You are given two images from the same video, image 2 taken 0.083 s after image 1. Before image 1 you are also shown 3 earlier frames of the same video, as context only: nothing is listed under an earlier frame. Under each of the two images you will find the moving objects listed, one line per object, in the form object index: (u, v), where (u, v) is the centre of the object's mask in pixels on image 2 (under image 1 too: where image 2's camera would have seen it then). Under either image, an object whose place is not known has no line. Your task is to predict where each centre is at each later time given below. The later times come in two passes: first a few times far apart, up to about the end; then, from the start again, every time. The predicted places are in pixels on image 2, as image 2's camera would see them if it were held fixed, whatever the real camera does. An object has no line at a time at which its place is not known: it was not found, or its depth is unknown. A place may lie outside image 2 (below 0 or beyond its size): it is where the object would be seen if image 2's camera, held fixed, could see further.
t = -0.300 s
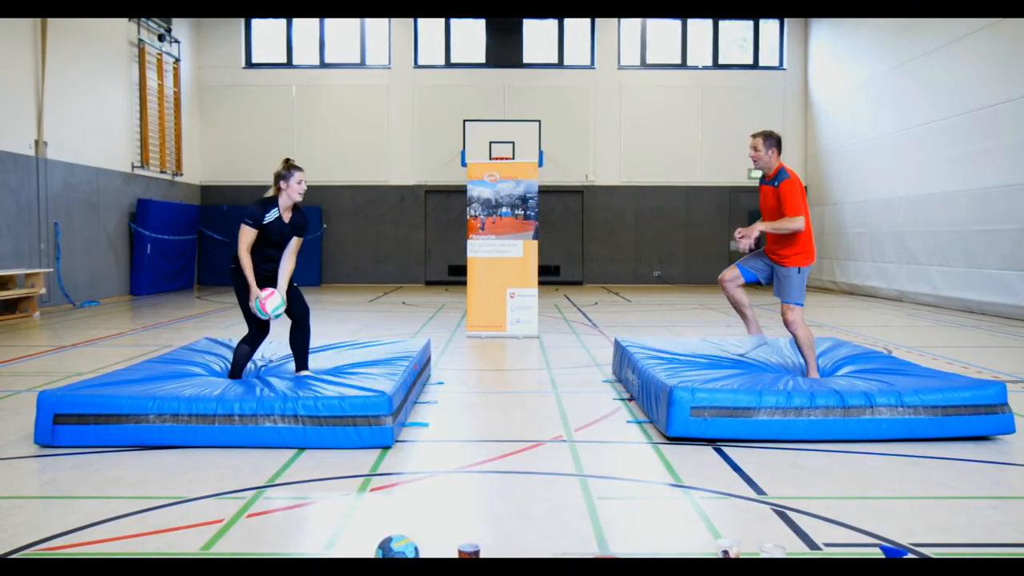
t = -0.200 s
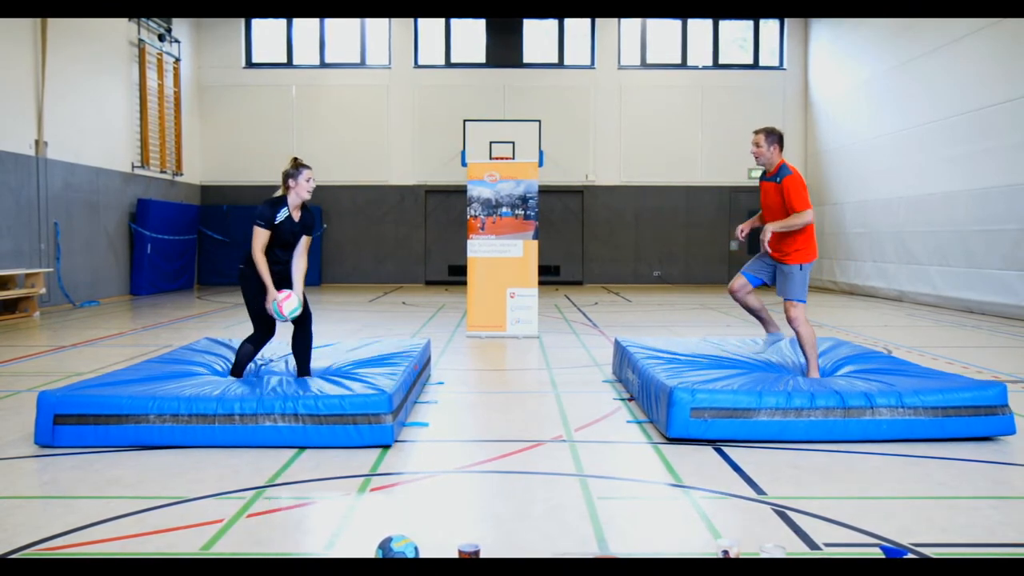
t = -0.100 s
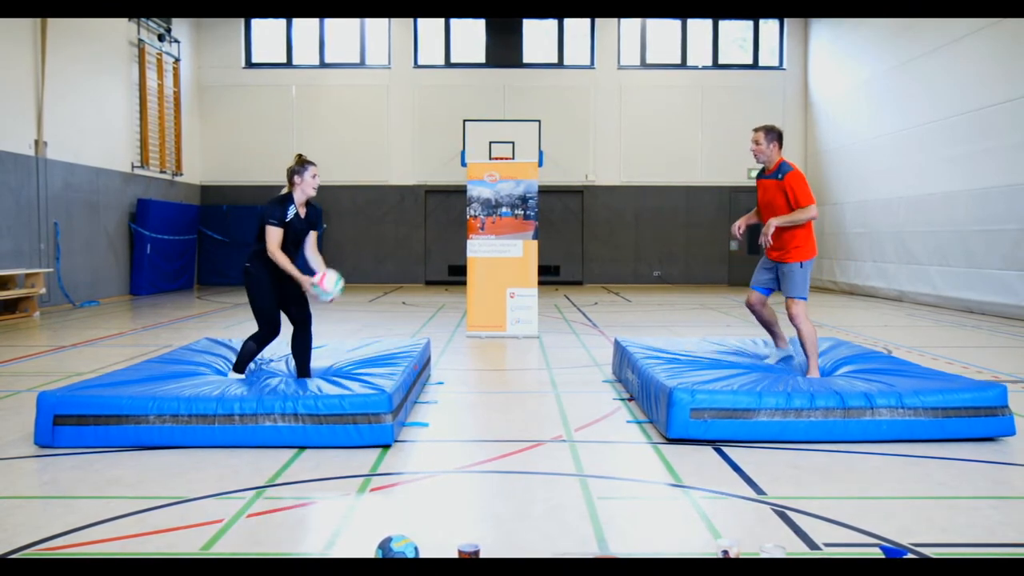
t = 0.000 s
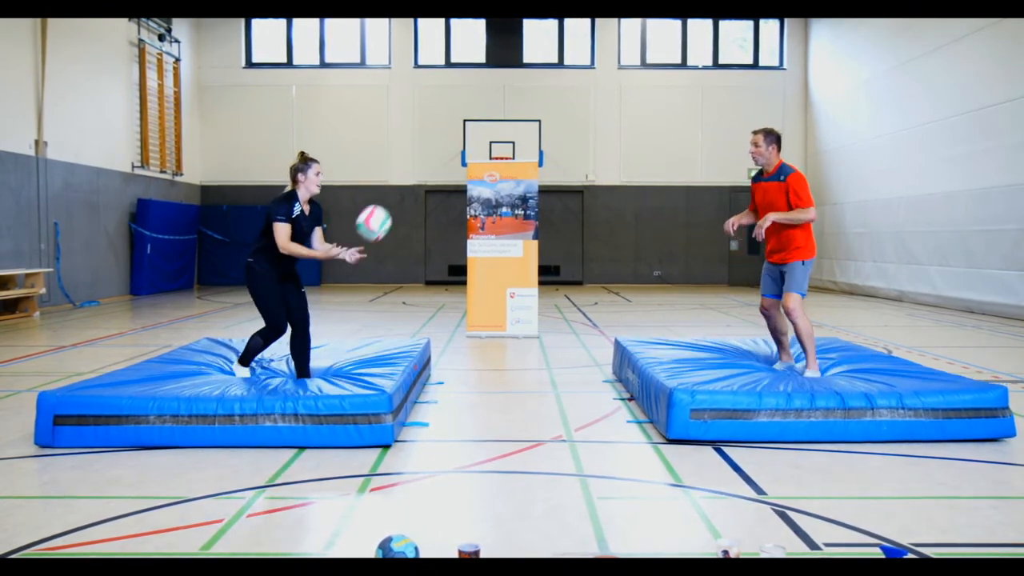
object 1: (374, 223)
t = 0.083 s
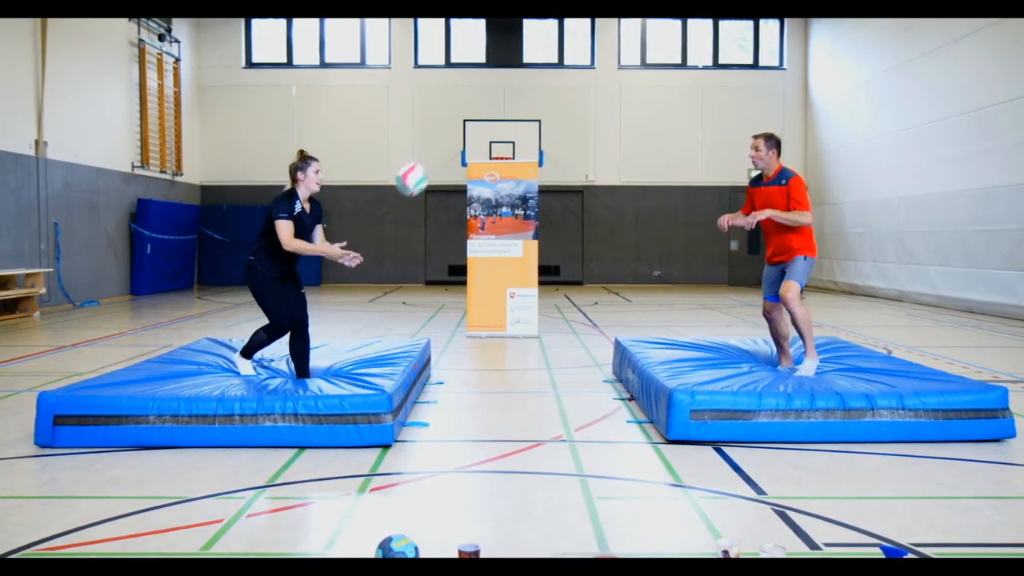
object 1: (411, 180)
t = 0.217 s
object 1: (473, 127)
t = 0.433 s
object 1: (571, 103)
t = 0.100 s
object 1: (419, 172)
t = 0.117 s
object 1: (427, 163)
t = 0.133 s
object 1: (434, 156)
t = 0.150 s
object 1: (442, 150)
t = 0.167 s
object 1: (450, 143)
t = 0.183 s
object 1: (457, 138)
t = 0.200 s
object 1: (465, 132)
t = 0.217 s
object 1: (473, 127)
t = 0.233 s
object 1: (480, 123)
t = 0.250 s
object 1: (488, 119)
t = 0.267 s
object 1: (496, 115)
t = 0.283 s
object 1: (503, 112)
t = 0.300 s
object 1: (511, 109)
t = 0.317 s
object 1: (519, 107)
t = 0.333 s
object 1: (526, 105)
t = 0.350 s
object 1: (534, 104)
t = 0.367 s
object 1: (541, 103)
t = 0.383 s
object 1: (549, 102)
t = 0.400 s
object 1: (556, 102)
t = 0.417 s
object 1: (563, 102)
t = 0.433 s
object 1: (571, 103)
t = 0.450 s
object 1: (578, 105)
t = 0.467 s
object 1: (586, 106)
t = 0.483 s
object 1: (593, 108)
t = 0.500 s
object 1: (601, 111)
